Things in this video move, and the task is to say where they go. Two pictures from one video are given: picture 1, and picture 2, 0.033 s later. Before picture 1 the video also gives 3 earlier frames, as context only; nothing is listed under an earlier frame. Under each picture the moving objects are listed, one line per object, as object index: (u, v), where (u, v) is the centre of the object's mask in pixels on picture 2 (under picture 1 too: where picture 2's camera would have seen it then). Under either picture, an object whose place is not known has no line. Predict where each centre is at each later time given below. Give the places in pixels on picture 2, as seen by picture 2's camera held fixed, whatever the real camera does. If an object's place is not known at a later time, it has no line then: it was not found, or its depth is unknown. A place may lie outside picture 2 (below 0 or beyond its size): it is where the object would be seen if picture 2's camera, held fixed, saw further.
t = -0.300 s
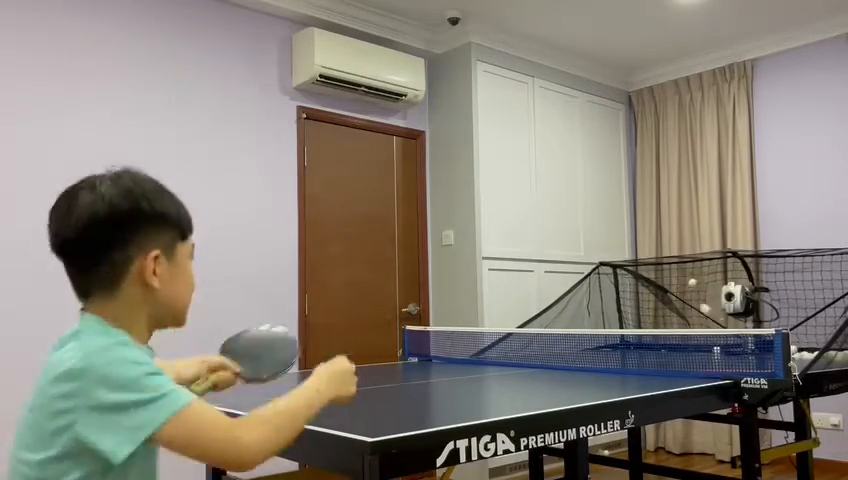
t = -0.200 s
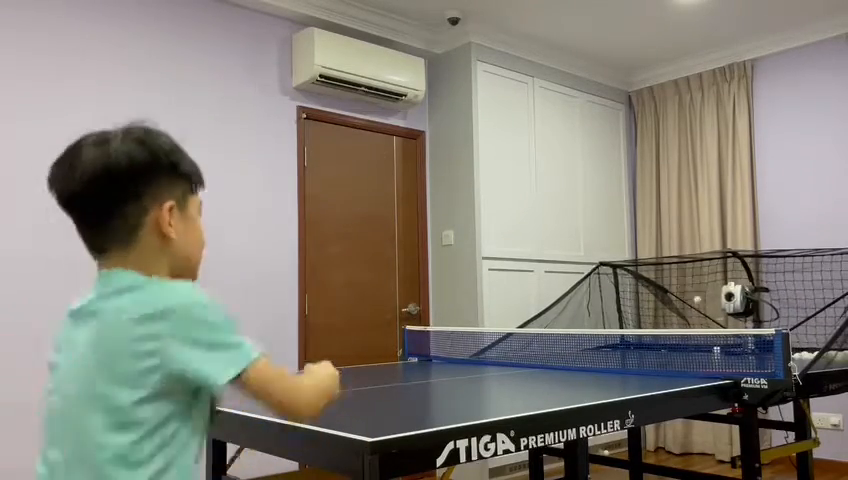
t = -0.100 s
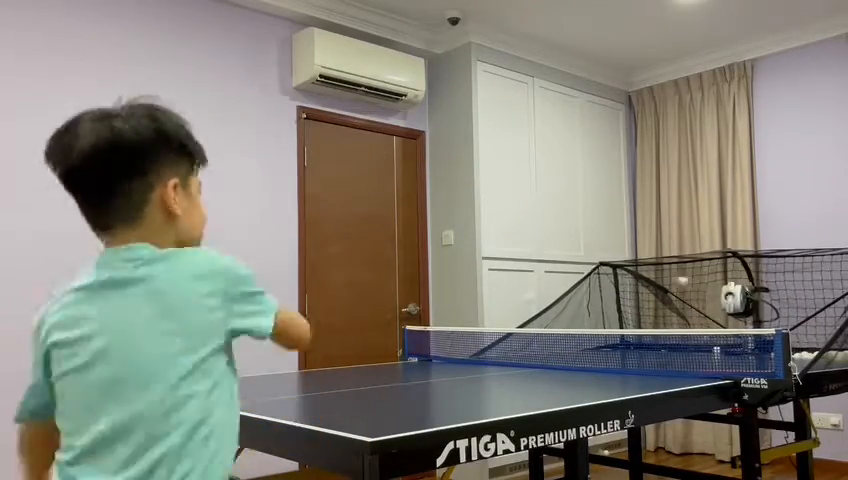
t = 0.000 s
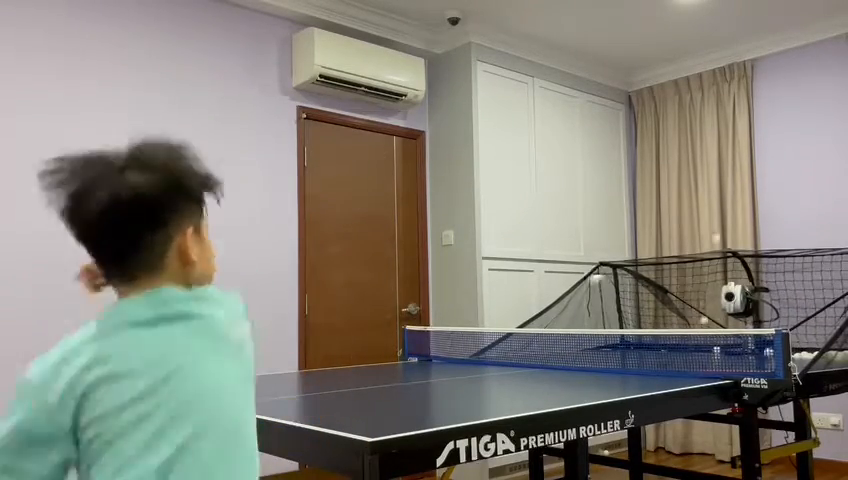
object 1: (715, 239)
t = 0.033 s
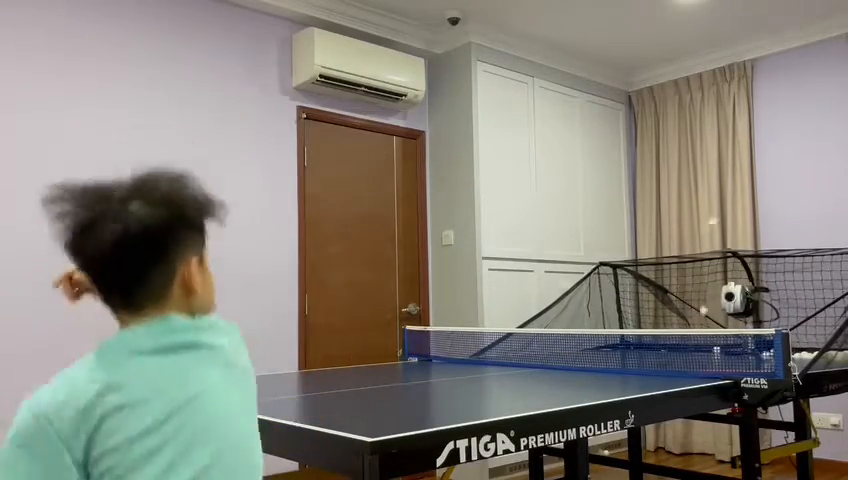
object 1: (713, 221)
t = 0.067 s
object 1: (708, 207)
